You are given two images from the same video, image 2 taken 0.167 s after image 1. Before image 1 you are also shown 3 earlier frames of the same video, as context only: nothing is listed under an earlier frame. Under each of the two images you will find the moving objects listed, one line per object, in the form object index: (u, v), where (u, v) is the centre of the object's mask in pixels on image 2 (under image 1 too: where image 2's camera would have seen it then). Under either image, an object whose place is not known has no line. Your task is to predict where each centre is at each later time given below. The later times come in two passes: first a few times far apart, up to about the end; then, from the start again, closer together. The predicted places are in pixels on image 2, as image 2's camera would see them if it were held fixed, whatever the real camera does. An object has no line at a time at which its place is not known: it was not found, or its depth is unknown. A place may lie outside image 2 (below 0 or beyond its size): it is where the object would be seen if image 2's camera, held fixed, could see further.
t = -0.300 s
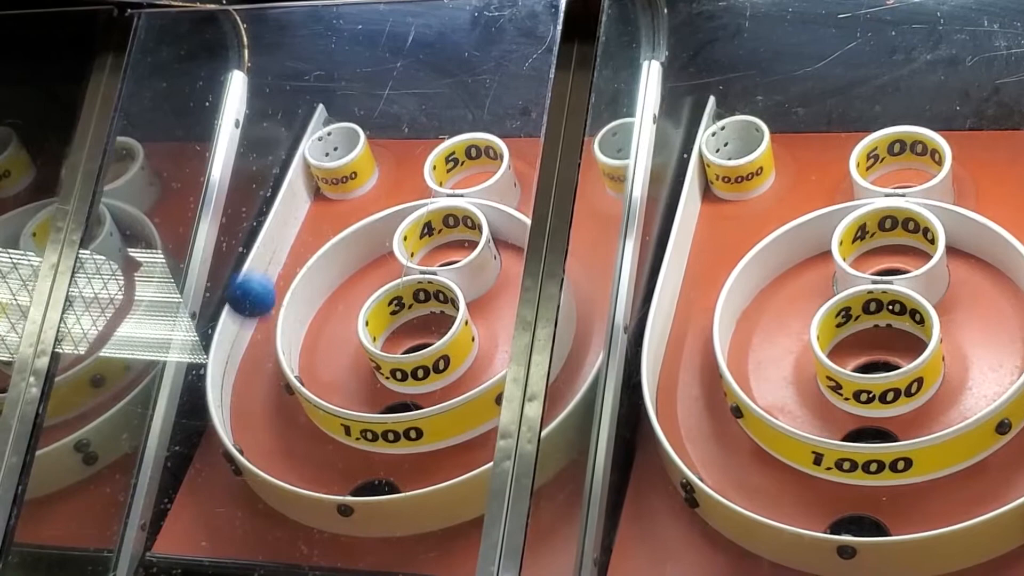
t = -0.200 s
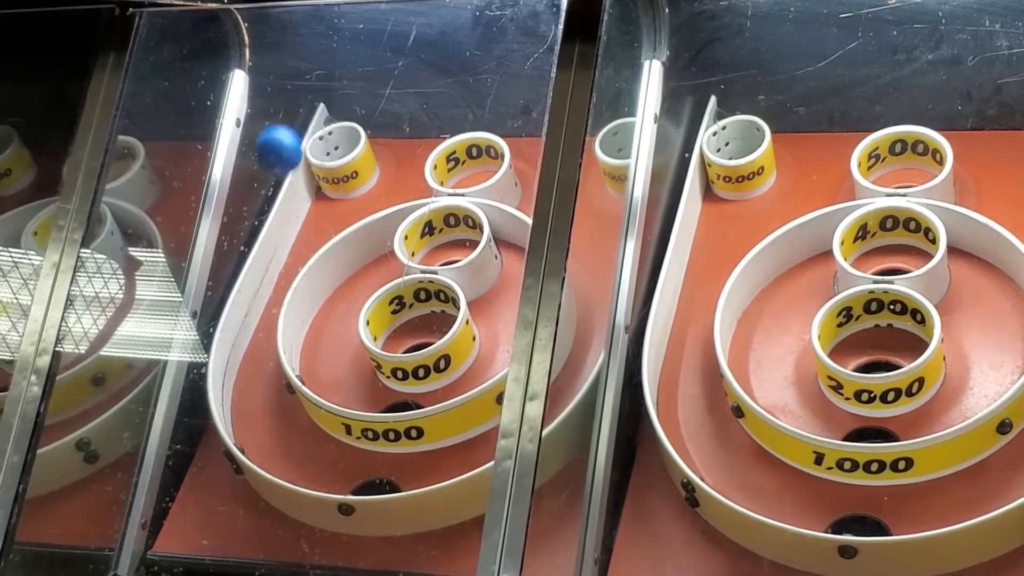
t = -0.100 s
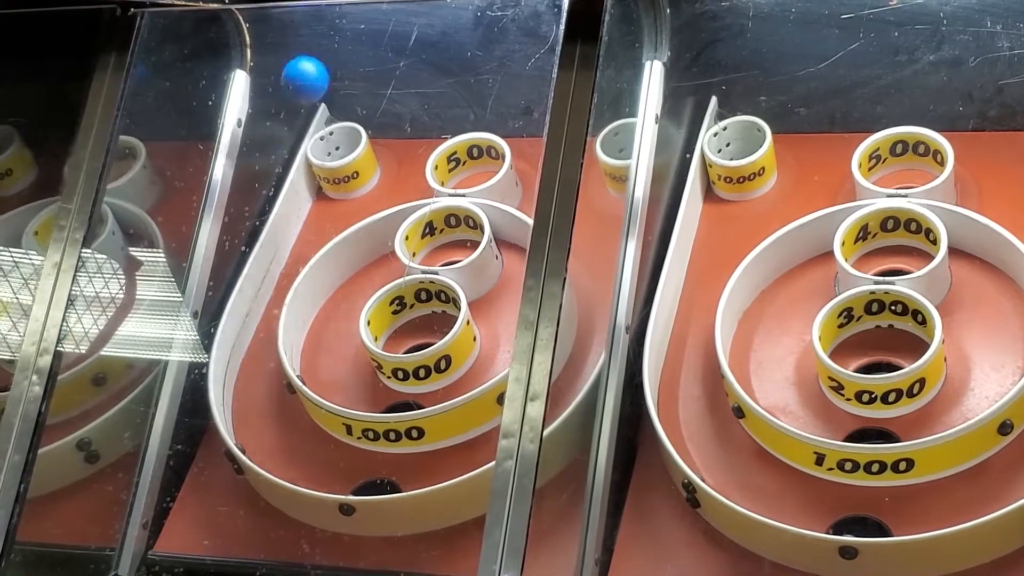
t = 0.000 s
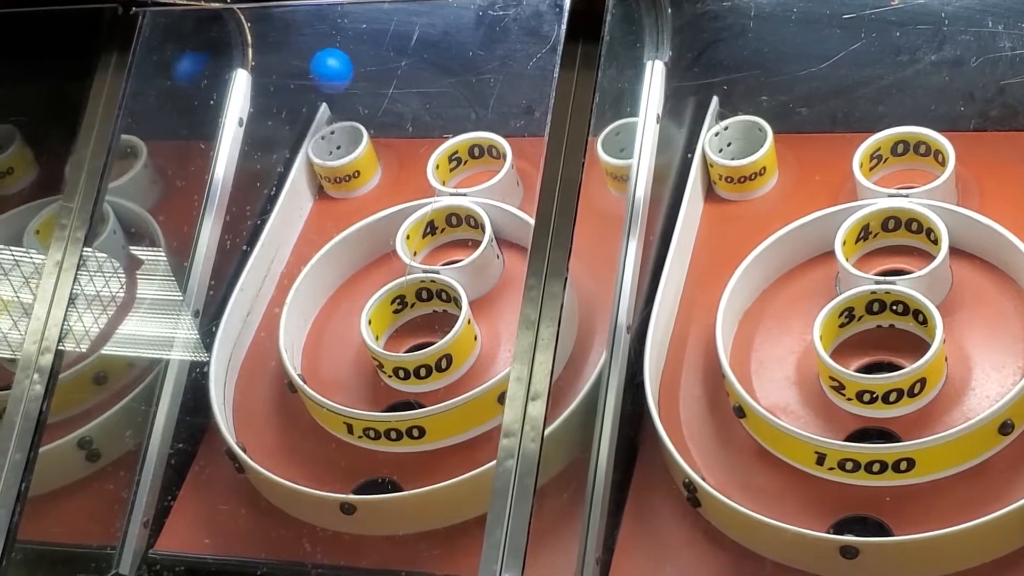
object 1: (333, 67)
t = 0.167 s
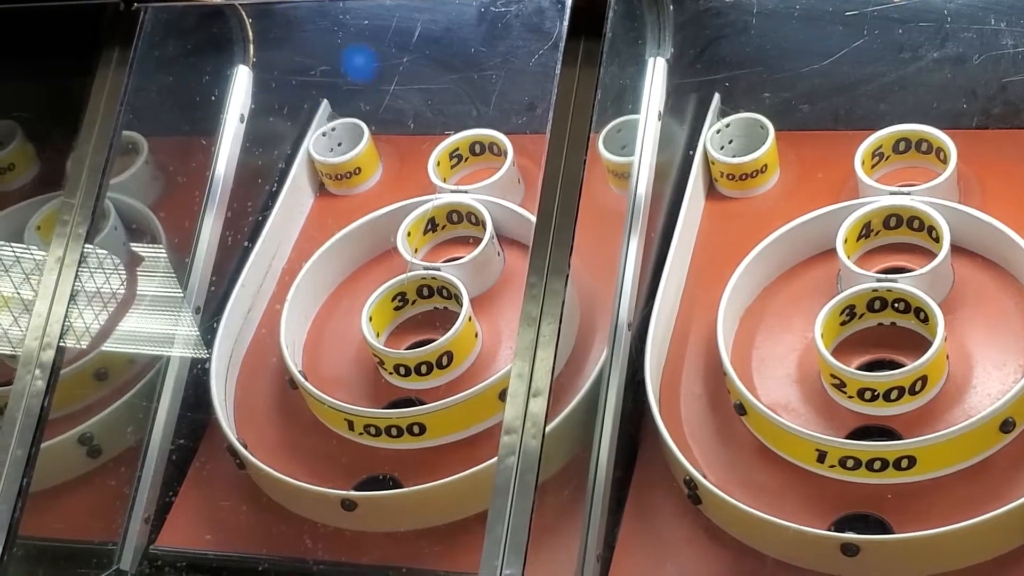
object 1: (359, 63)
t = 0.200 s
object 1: (350, 49)
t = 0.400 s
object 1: (316, 66)
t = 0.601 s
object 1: (291, 257)
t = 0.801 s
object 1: (269, 431)
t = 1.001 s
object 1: (401, 472)
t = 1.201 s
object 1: (472, 456)
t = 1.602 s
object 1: (421, 474)
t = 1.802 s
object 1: (365, 479)
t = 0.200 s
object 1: (350, 49)
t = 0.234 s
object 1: (341, 38)
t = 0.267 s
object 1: (332, 32)
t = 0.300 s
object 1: (322, 31)
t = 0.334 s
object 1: (320, 36)
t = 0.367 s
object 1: (318, 48)
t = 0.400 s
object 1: (316, 66)
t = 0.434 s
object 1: (316, 90)
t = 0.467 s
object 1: (314, 119)
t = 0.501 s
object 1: (313, 157)
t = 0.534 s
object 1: (312, 200)
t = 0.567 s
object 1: (306, 239)
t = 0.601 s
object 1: (291, 257)
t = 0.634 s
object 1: (274, 281)
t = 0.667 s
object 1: (251, 310)
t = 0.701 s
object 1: (247, 340)
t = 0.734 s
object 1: (243, 378)
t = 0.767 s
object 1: (252, 418)
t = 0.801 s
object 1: (269, 431)
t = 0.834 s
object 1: (297, 435)
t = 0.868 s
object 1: (324, 444)
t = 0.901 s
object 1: (349, 455)
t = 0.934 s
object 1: (372, 468)
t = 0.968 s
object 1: (388, 477)
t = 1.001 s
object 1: (401, 472)
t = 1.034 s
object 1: (416, 467)
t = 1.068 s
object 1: (430, 464)
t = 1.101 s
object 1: (443, 462)
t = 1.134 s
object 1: (455, 460)
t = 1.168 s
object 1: (465, 459)
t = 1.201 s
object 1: (472, 456)
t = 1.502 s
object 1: (449, 466)
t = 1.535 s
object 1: (441, 469)
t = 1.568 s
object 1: (432, 472)
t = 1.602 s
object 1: (421, 474)
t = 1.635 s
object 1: (411, 477)
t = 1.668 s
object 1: (400, 478)
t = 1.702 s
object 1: (388, 480)
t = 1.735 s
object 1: (378, 481)
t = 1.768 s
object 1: (368, 483)
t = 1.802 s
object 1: (365, 479)
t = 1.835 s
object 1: (369, 476)
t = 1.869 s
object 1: (374, 475)
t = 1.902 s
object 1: (378, 477)
